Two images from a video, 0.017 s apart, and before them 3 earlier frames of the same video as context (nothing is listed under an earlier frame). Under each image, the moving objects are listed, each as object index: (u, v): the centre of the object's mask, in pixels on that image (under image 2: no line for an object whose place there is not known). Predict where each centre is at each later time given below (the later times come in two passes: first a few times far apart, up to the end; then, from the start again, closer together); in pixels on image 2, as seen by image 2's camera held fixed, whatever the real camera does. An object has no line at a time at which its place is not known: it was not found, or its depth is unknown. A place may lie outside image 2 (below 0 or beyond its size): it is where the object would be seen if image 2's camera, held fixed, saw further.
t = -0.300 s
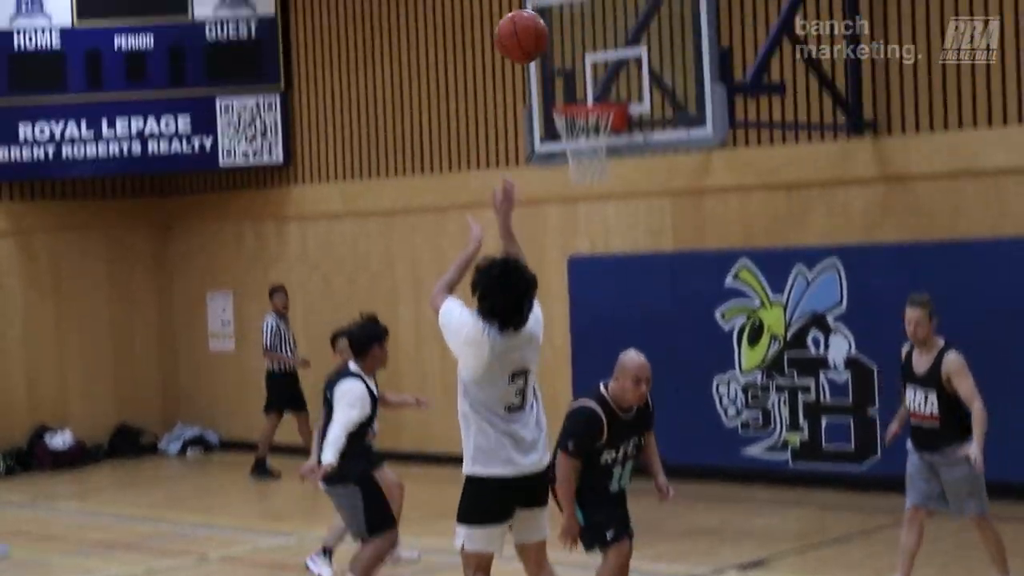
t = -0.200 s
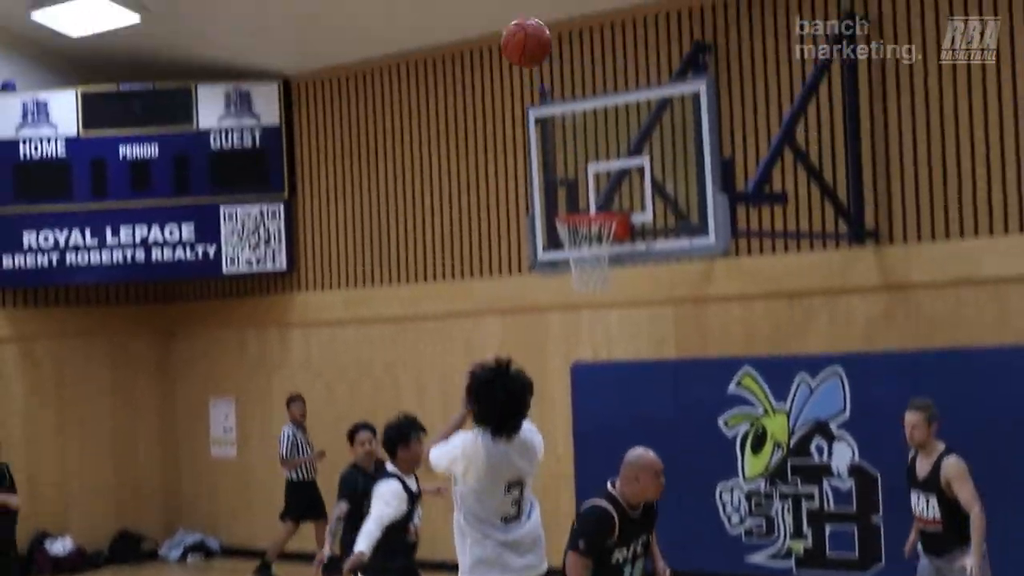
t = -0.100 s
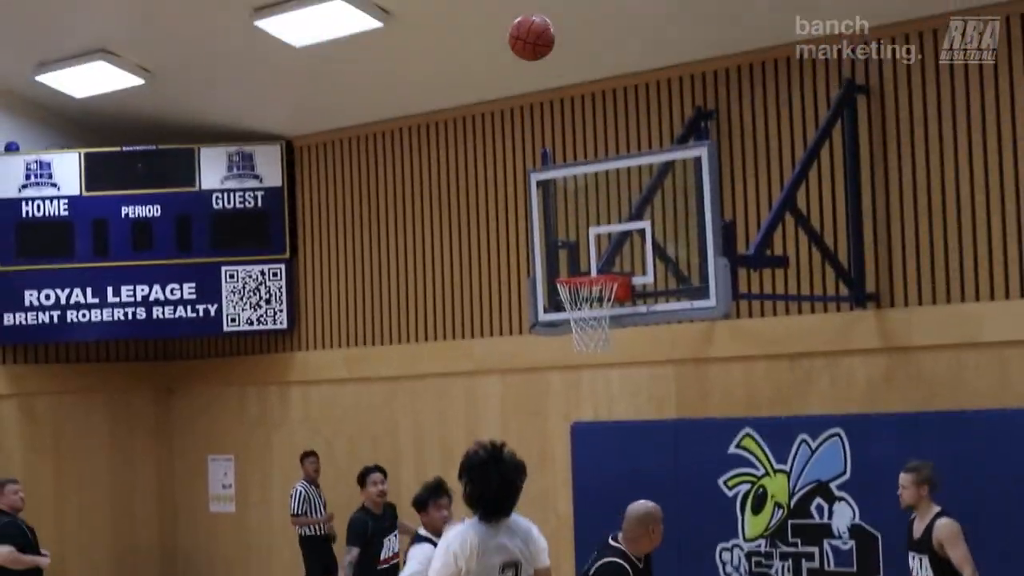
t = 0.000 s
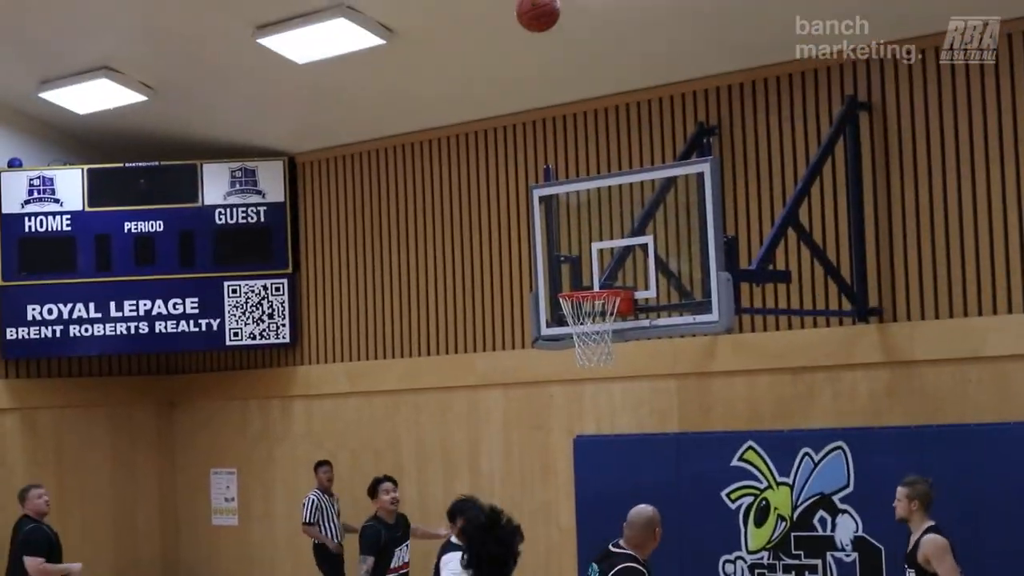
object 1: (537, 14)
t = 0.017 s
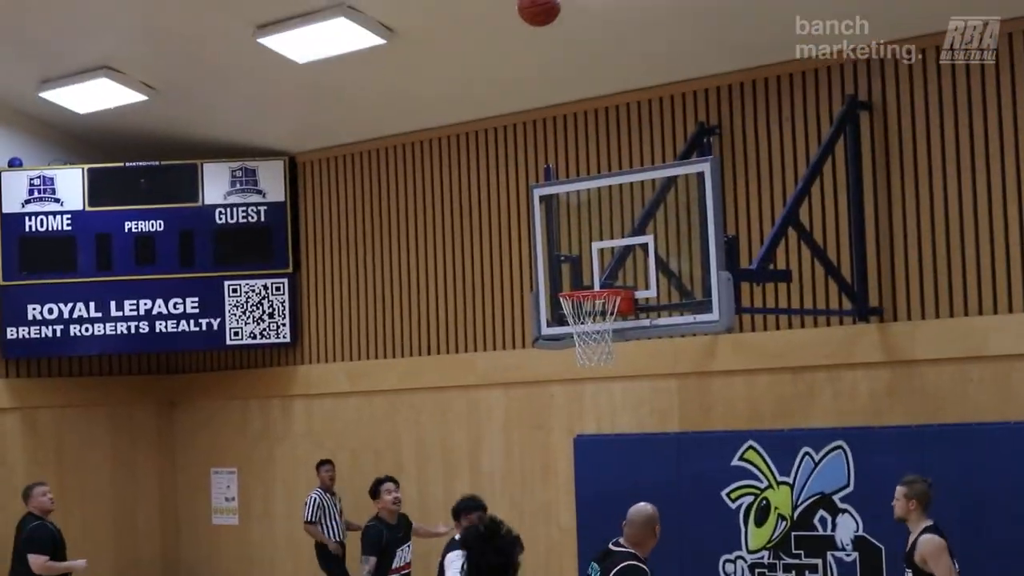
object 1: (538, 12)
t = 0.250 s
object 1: (548, 1)
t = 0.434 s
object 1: (560, 30)
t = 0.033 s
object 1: (539, 9)
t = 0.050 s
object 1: (540, 8)
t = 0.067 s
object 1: (541, 7)
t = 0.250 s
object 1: (548, 1)
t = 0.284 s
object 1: (551, 2)
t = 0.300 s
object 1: (552, 3)
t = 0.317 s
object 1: (553, 4)
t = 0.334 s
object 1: (554, 6)
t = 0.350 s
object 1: (555, 7)
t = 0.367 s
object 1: (556, 10)
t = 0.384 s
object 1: (557, 13)
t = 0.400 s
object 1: (558, 19)
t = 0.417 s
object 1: (559, 24)
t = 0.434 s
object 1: (560, 30)
